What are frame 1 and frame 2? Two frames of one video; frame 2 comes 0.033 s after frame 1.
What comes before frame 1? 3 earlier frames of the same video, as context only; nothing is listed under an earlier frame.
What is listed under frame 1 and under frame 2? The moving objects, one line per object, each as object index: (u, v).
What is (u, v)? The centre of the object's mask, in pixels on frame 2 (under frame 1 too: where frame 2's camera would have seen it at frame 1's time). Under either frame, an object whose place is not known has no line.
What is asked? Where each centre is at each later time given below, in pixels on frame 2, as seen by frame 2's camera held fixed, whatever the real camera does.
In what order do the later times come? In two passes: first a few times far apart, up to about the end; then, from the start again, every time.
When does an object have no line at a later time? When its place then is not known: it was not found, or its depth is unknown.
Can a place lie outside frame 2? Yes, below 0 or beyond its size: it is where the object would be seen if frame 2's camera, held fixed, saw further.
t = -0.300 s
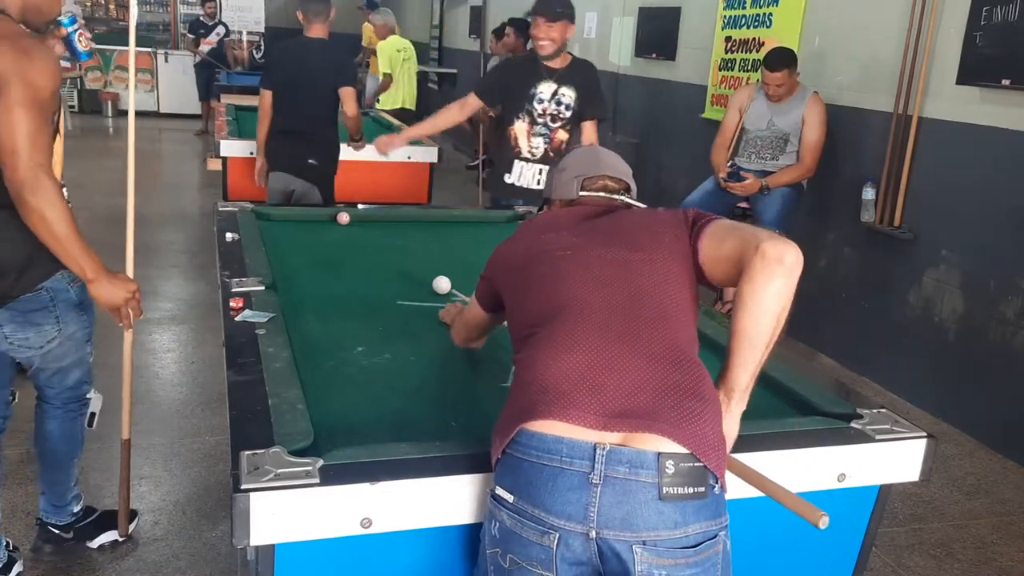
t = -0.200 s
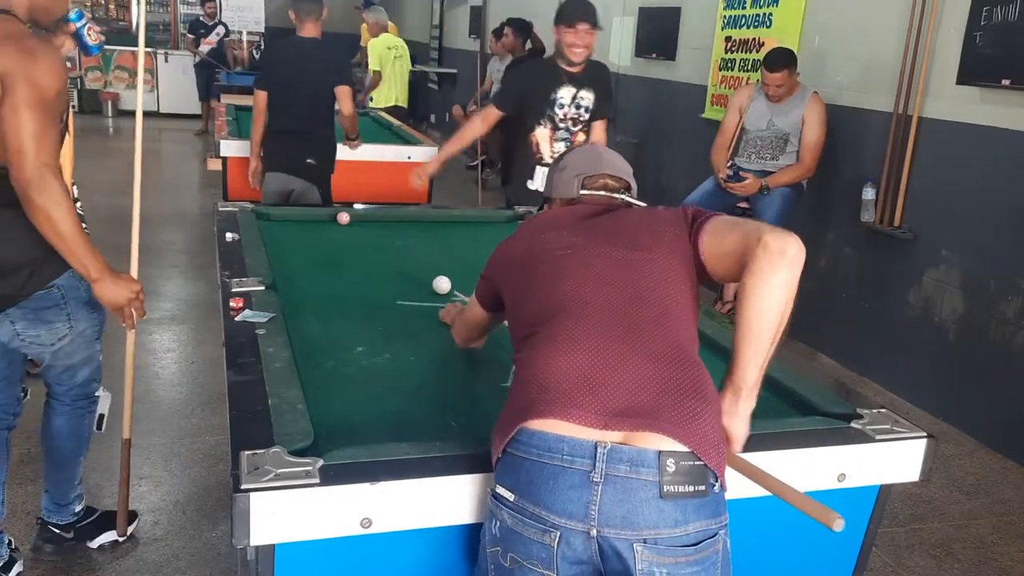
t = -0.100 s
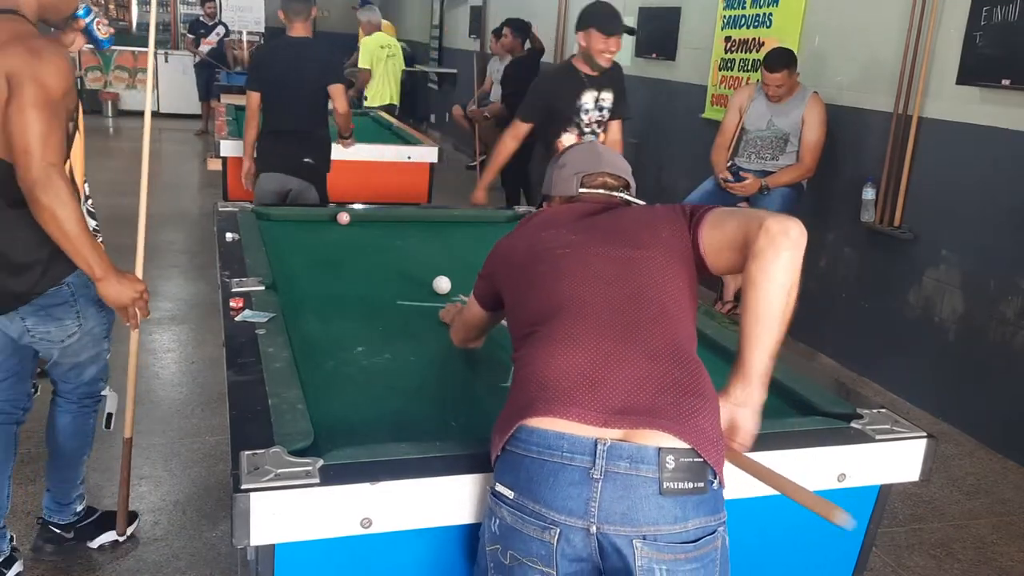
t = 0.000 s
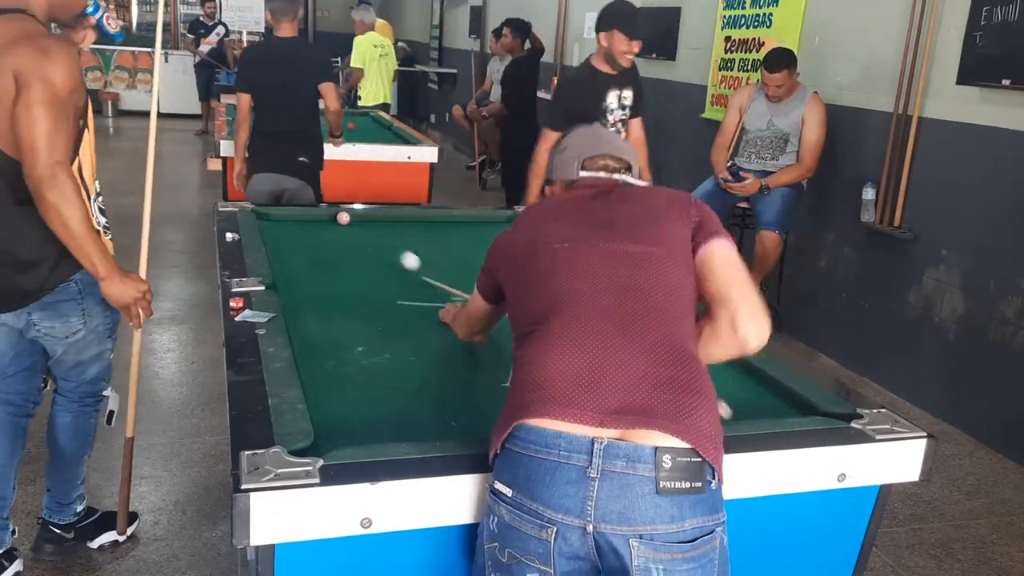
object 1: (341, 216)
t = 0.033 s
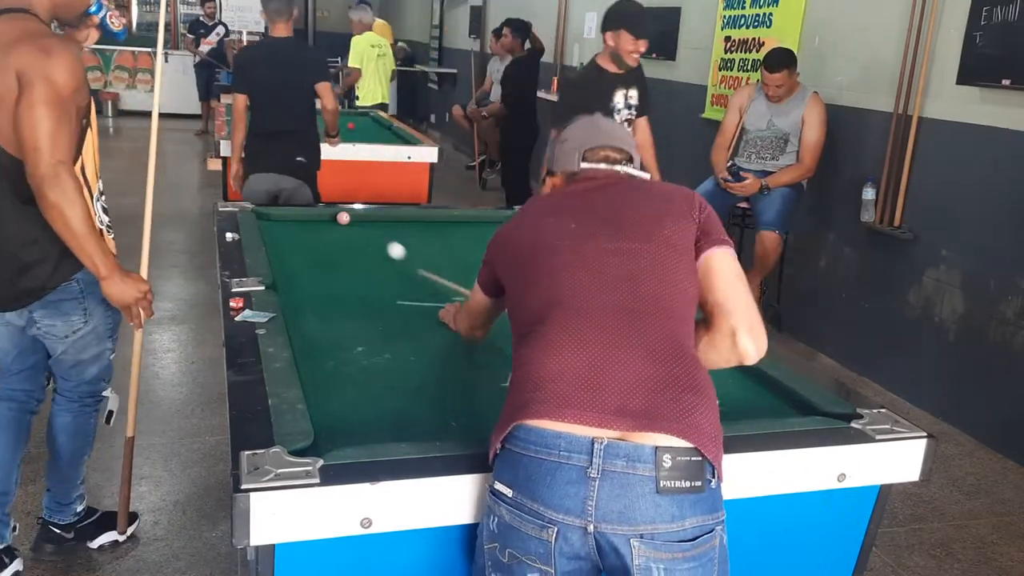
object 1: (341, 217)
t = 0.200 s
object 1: (327, 216)
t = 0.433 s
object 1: (281, 245)
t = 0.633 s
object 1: (300, 269)
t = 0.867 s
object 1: (348, 300)
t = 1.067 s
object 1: (398, 333)
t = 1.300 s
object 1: (470, 379)
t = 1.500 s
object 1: (547, 425)
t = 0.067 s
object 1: (341, 217)
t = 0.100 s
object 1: (342, 217)
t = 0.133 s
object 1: (342, 217)
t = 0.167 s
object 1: (336, 216)
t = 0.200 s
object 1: (327, 216)
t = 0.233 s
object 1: (320, 220)
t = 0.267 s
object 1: (313, 225)
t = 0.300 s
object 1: (307, 229)
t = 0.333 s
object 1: (299, 233)
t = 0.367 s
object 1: (293, 238)
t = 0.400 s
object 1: (287, 241)
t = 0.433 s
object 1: (281, 245)
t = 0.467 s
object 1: (275, 250)
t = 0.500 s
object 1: (274, 254)
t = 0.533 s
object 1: (281, 257)
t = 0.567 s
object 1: (287, 261)
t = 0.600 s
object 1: (293, 265)
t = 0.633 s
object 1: (300, 269)
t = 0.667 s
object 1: (306, 273)
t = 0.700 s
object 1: (312, 278)
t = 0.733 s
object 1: (319, 282)
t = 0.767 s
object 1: (327, 286)
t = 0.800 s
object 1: (334, 291)
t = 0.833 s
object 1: (341, 295)
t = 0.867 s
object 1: (348, 300)
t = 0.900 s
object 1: (356, 306)
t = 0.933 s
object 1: (364, 311)
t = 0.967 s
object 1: (372, 316)
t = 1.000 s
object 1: (381, 321)
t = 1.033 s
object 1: (389, 327)
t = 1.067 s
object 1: (398, 333)
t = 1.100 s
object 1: (408, 339)
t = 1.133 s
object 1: (417, 345)
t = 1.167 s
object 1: (427, 351)
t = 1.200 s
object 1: (437, 358)
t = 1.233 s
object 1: (448, 365)
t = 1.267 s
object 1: (459, 372)
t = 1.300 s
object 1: (470, 379)
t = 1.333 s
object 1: (482, 387)
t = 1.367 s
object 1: (494, 395)
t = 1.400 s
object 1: (507, 403)
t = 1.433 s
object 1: (520, 411)
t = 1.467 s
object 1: (533, 418)
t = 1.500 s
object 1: (547, 425)
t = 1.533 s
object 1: (556, 424)
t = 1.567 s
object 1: (560, 418)
